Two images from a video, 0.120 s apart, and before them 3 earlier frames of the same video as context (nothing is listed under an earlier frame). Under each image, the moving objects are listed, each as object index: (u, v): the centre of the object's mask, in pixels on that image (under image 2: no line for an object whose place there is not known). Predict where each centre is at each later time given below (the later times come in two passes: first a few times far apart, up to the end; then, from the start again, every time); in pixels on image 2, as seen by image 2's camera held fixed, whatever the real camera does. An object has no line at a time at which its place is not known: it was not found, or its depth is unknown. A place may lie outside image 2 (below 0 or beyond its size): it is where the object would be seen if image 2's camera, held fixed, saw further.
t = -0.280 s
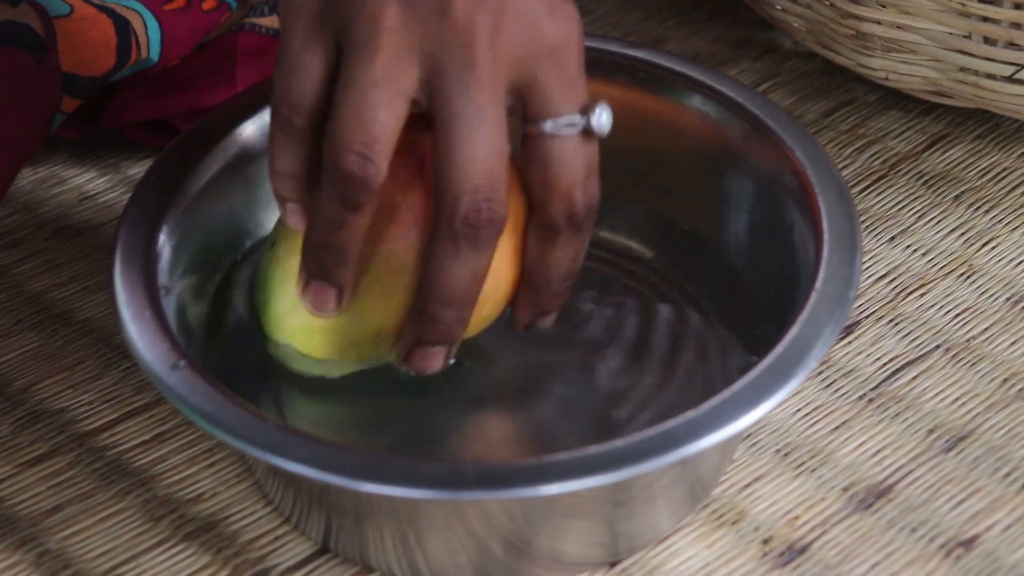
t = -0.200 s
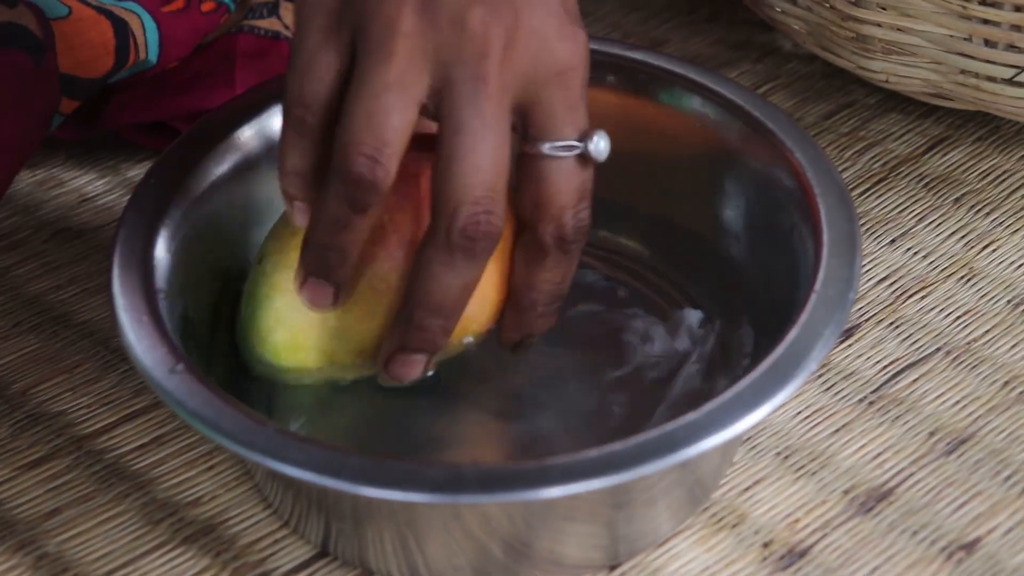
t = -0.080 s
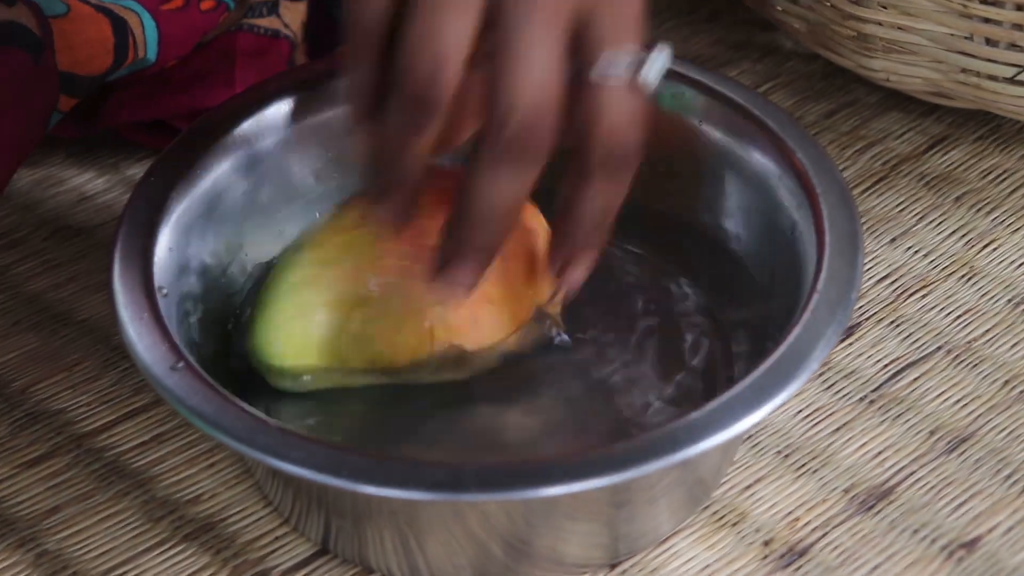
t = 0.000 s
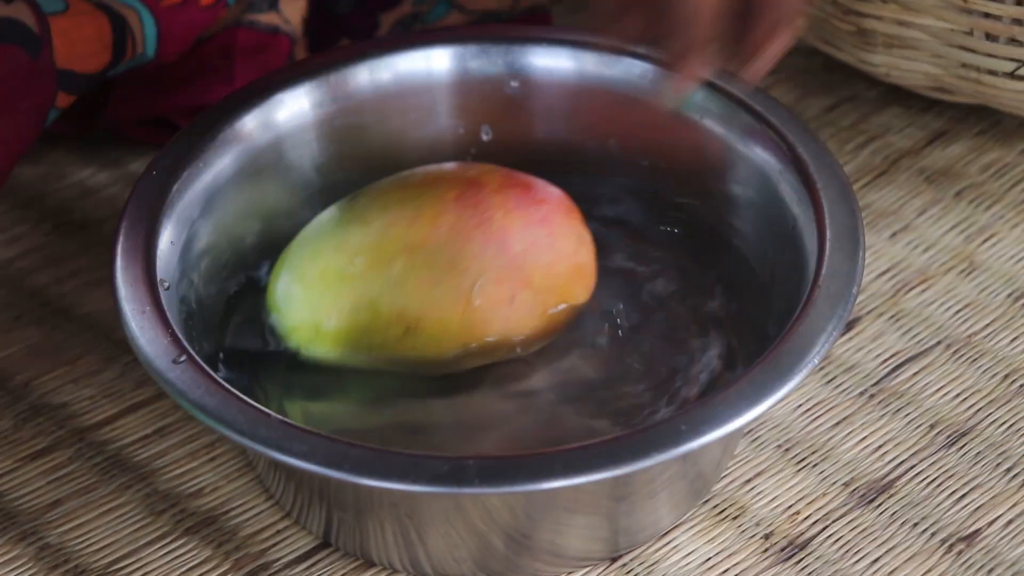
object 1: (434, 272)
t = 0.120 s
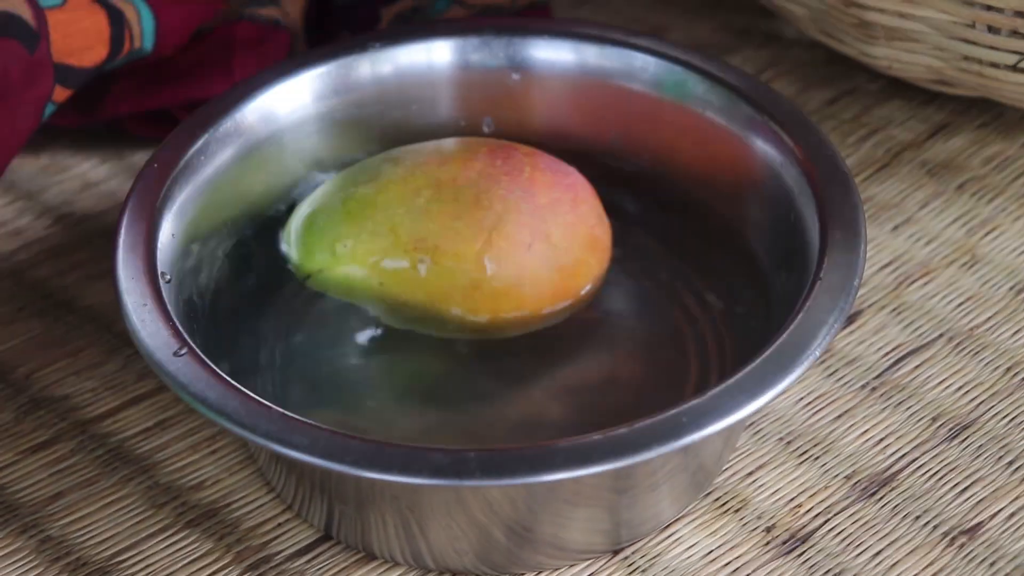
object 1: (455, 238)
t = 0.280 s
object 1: (445, 241)
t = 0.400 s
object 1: (434, 250)
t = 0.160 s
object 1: (454, 235)
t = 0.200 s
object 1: (452, 235)
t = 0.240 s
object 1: (449, 238)
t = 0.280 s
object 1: (445, 241)
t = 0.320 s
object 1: (442, 244)
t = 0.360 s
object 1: (438, 248)
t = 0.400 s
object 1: (434, 250)
